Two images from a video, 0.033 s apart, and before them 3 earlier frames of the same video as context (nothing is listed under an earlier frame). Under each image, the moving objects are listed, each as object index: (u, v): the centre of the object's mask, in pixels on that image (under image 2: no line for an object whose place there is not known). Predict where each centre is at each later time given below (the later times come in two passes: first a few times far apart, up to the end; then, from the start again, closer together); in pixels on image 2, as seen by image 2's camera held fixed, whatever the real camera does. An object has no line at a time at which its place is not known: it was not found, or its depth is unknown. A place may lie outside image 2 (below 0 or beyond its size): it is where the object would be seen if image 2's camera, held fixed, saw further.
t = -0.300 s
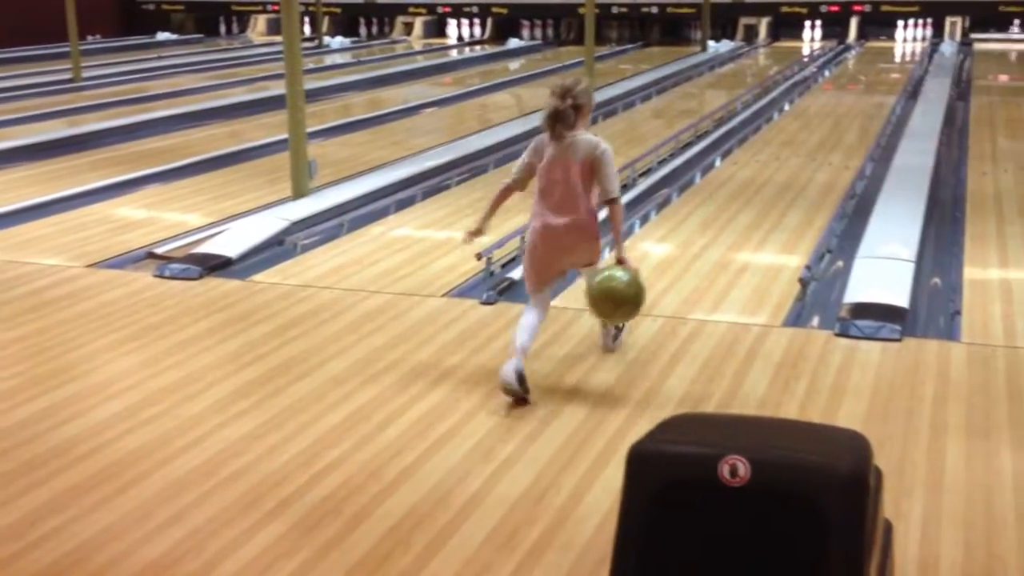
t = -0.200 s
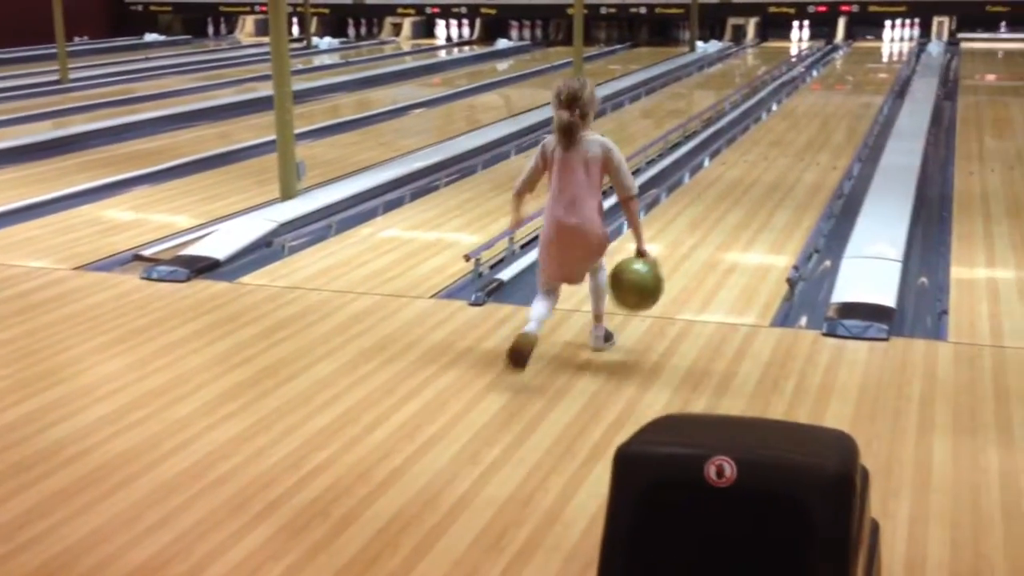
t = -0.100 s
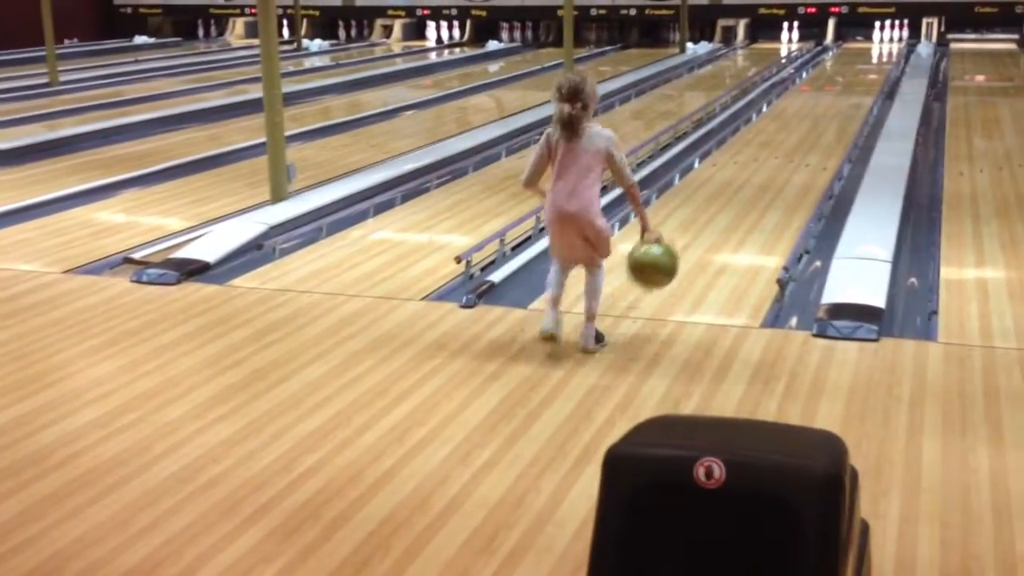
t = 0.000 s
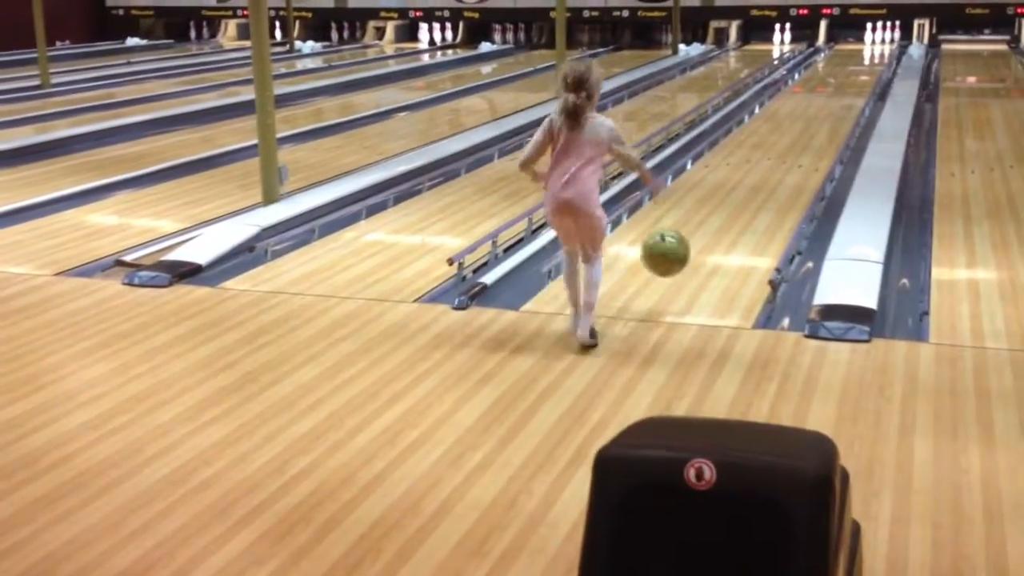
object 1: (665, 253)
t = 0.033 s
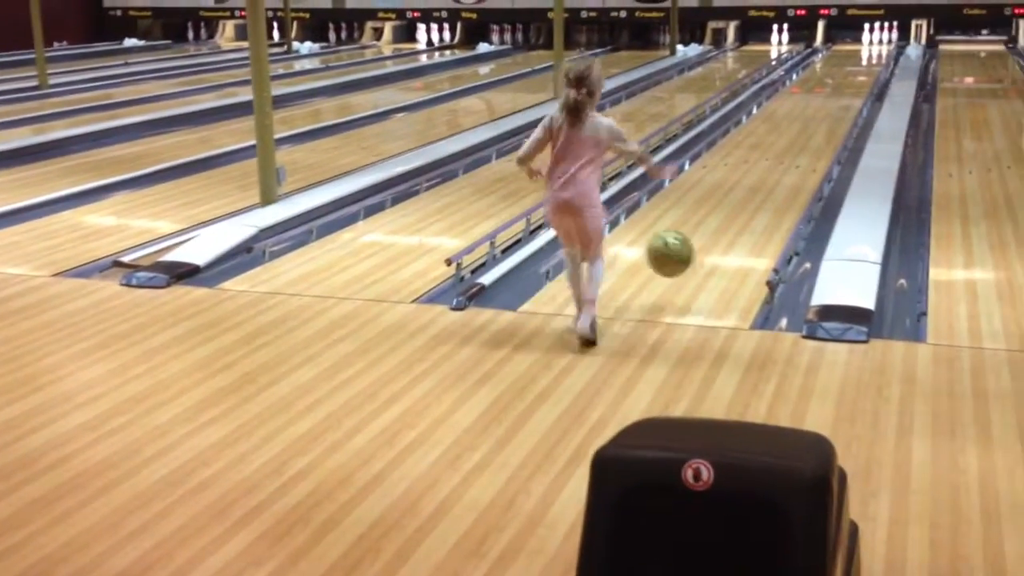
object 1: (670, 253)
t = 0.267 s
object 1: (708, 249)
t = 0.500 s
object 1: (737, 219)
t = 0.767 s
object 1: (763, 190)
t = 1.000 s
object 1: (781, 171)
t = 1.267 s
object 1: (797, 153)
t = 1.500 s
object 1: (809, 139)
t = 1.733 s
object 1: (820, 127)
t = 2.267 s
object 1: (839, 106)
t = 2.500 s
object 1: (844, 98)
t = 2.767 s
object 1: (851, 91)
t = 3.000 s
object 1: (856, 85)
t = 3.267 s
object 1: (860, 80)
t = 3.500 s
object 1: (864, 76)
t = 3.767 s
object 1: (866, 70)
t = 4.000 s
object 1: (868, 67)
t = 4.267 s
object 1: (869, 64)
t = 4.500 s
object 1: (869, 61)
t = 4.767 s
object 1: (870, 59)
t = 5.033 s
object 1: (871, 56)
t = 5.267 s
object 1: (872, 54)
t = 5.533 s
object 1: (872, 51)
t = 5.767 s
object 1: (872, 49)
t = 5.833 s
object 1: (873, 49)
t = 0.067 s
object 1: (676, 256)
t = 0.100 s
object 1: (681, 261)
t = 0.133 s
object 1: (687, 269)
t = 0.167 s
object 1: (693, 263)
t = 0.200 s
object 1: (698, 257)
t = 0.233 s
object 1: (703, 252)
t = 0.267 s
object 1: (708, 249)
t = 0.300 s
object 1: (712, 244)
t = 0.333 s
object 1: (717, 239)
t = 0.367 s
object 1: (721, 236)
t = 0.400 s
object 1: (725, 231)
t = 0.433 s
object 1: (729, 227)
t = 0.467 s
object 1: (733, 223)
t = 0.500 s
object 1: (737, 219)
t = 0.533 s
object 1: (741, 215)
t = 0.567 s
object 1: (744, 211)
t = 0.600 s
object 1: (748, 208)
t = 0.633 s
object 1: (751, 204)
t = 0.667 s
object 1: (754, 200)
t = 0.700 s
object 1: (758, 197)
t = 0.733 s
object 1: (760, 193)
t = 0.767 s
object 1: (763, 190)
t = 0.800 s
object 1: (766, 187)
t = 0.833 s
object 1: (768, 184)
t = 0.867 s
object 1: (771, 182)
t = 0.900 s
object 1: (774, 179)
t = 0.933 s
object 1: (776, 176)
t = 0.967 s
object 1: (779, 174)
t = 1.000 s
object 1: (781, 171)
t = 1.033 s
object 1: (783, 169)
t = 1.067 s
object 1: (785, 167)
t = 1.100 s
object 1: (787, 165)
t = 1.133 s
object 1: (789, 161)
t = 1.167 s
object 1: (792, 159)
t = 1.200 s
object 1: (793, 157)
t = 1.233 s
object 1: (795, 155)
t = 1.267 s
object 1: (797, 153)
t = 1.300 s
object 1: (799, 151)
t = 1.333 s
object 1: (801, 148)
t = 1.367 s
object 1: (803, 146)
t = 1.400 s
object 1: (804, 145)
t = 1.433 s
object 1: (806, 143)
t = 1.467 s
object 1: (807, 141)
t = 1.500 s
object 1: (809, 139)
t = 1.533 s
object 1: (810, 138)
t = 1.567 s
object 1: (812, 136)
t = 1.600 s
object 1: (814, 134)
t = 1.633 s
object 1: (816, 132)
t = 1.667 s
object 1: (817, 130)
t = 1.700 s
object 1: (819, 129)
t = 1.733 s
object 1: (820, 127)
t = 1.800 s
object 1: (823, 124)
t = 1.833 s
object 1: (824, 123)
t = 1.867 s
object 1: (825, 122)
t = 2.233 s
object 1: (838, 108)
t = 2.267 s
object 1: (839, 106)
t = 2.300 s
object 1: (840, 106)
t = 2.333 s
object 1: (840, 104)
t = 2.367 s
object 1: (841, 103)
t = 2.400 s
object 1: (842, 102)
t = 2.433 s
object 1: (843, 100)
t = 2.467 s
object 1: (844, 99)
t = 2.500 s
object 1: (844, 98)
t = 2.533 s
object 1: (845, 97)
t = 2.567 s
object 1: (846, 96)
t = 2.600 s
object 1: (847, 95)
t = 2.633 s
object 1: (848, 94)
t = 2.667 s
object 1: (849, 93)
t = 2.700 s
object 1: (849, 92)
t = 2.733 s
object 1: (850, 91)
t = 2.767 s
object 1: (851, 91)
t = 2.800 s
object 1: (852, 90)
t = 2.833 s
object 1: (852, 89)
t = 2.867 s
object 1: (853, 88)
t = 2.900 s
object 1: (854, 88)
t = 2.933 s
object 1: (855, 86)
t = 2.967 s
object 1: (855, 86)
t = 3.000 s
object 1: (856, 85)
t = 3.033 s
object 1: (856, 84)
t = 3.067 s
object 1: (857, 83)
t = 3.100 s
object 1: (857, 83)
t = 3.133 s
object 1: (857, 82)
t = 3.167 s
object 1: (858, 82)
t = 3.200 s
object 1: (859, 81)
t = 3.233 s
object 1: (859, 80)
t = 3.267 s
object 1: (860, 80)
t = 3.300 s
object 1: (861, 79)
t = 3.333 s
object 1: (861, 79)
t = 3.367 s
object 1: (861, 78)
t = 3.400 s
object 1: (862, 77)
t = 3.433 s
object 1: (862, 77)
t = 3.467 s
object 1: (863, 77)
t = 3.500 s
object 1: (864, 76)
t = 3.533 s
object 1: (863, 75)
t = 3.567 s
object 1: (864, 74)
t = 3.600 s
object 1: (865, 74)
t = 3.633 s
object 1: (865, 73)
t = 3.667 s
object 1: (866, 72)
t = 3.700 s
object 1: (866, 72)
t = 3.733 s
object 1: (866, 71)
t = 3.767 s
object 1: (866, 70)
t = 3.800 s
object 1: (867, 70)
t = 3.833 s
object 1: (867, 69)
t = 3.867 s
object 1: (868, 69)
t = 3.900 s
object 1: (868, 68)
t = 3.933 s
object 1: (868, 68)
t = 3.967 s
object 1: (868, 68)
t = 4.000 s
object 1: (868, 67)
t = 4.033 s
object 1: (869, 66)
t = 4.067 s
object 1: (868, 66)
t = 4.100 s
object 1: (869, 65)
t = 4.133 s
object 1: (868, 65)
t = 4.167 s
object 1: (869, 65)
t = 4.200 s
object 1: (869, 65)
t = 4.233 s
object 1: (869, 64)
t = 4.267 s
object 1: (869, 64)
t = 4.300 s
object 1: (869, 64)
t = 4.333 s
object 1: (869, 63)
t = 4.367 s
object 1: (869, 63)
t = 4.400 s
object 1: (869, 62)
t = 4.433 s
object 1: (869, 62)
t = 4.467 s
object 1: (869, 62)
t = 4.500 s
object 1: (869, 61)
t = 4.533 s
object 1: (869, 61)
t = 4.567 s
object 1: (870, 61)
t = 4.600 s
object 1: (870, 60)
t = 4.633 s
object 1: (870, 60)
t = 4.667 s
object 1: (870, 60)
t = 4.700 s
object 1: (870, 60)
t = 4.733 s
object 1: (870, 59)
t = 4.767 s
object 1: (870, 59)
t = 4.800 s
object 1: (871, 58)
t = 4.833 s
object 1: (871, 58)
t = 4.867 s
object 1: (871, 58)
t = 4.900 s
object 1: (871, 57)
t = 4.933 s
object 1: (871, 57)
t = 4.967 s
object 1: (871, 56)
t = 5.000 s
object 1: (871, 56)
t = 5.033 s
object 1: (871, 56)
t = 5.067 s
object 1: (871, 55)
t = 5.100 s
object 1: (871, 55)
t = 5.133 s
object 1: (872, 55)
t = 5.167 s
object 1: (871, 55)
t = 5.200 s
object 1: (872, 54)
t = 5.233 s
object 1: (872, 54)
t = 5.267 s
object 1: (872, 54)
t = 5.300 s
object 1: (872, 54)
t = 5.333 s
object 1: (872, 54)
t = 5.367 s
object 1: (873, 54)
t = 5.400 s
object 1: (873, 54)
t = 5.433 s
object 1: (872, 52)
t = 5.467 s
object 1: (872, 52)
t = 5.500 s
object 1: (873, 52)
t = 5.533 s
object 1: (872, 51)
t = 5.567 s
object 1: (872, 51)
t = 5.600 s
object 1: (872, 51)
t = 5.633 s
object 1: (873, 50)
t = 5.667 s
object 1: (872, 50)
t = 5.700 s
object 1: (872, 49)
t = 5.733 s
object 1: (872, 49)
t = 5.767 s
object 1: (872, 49)
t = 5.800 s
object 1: (872, 49)
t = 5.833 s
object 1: (873, 49)
